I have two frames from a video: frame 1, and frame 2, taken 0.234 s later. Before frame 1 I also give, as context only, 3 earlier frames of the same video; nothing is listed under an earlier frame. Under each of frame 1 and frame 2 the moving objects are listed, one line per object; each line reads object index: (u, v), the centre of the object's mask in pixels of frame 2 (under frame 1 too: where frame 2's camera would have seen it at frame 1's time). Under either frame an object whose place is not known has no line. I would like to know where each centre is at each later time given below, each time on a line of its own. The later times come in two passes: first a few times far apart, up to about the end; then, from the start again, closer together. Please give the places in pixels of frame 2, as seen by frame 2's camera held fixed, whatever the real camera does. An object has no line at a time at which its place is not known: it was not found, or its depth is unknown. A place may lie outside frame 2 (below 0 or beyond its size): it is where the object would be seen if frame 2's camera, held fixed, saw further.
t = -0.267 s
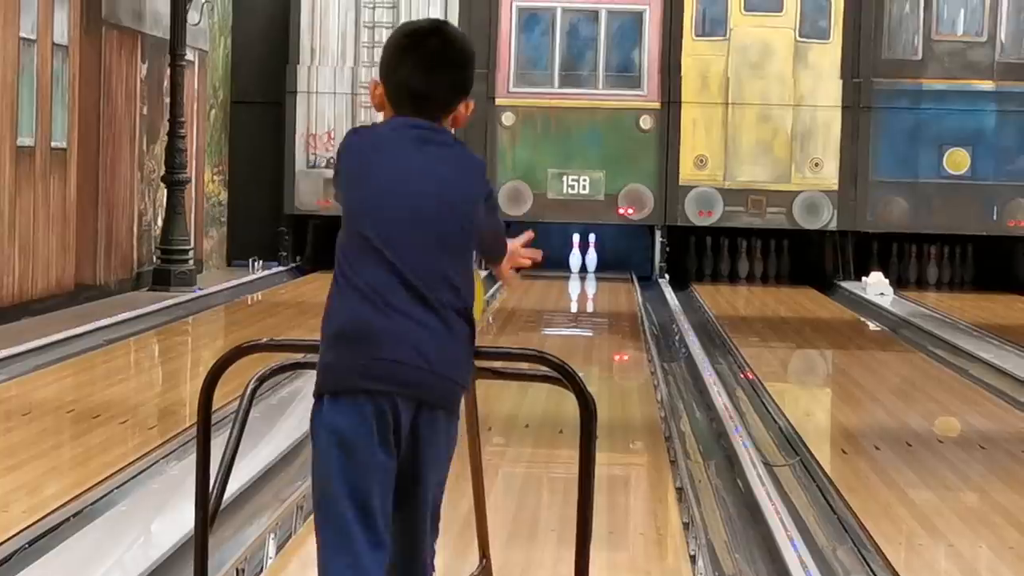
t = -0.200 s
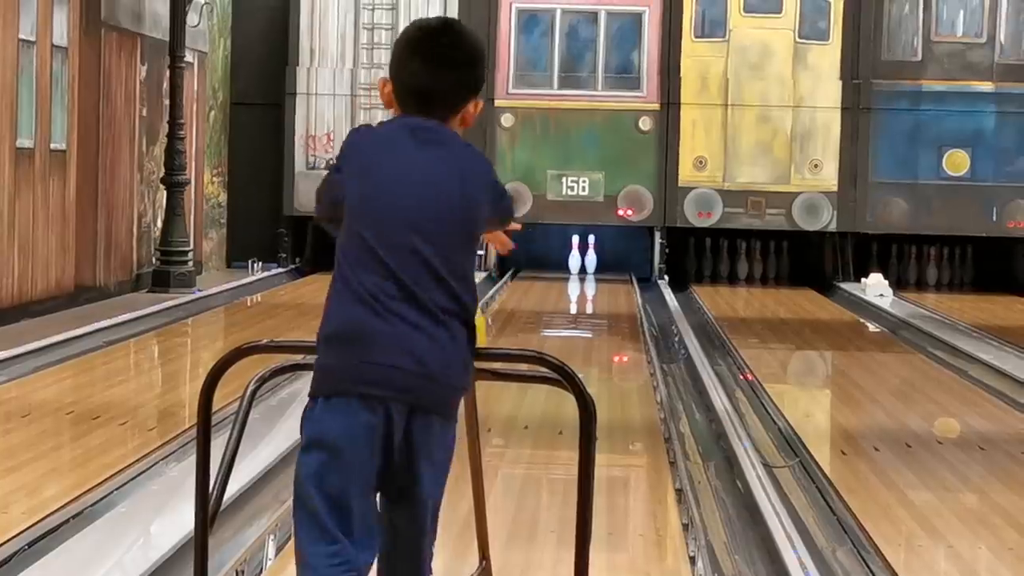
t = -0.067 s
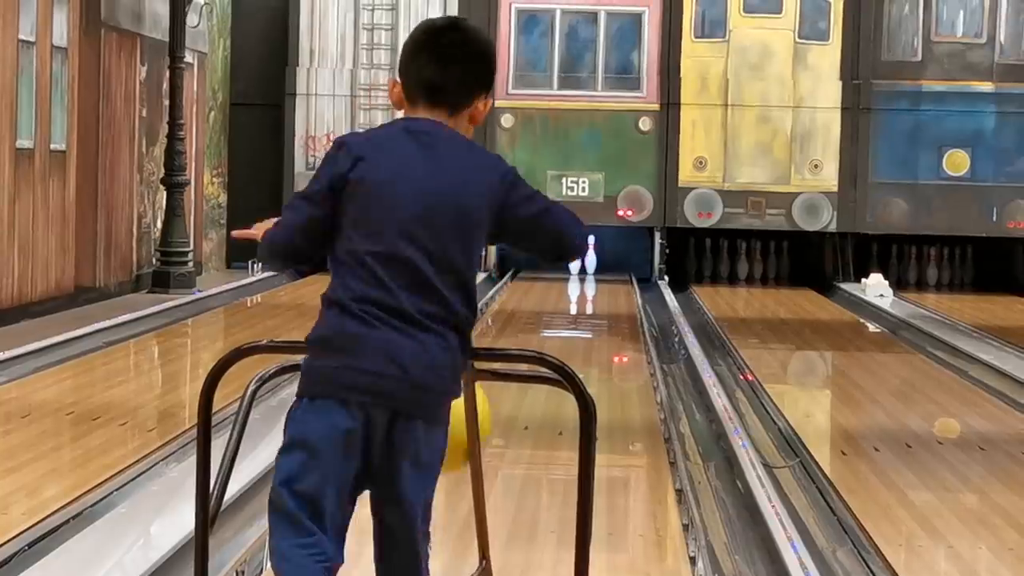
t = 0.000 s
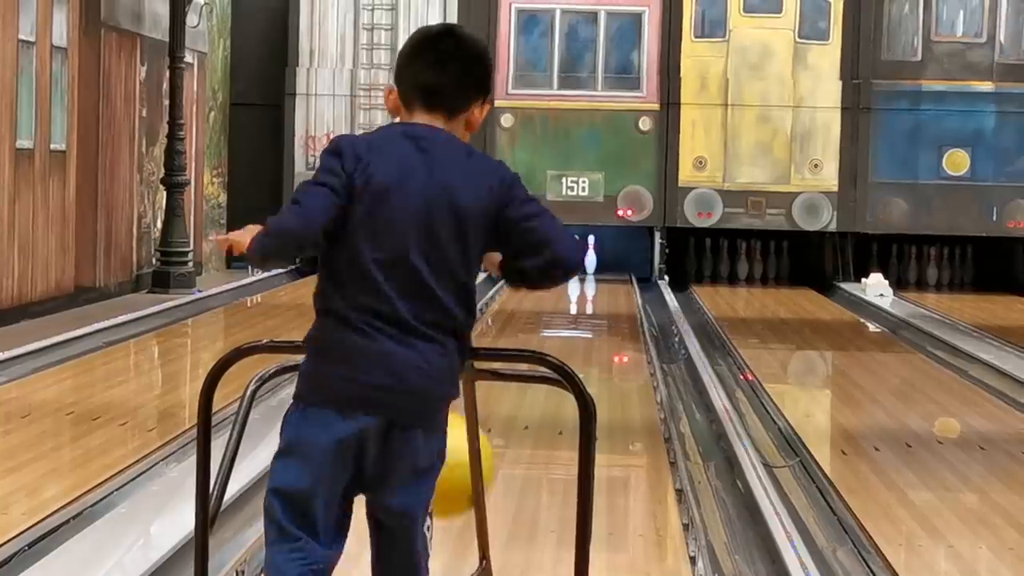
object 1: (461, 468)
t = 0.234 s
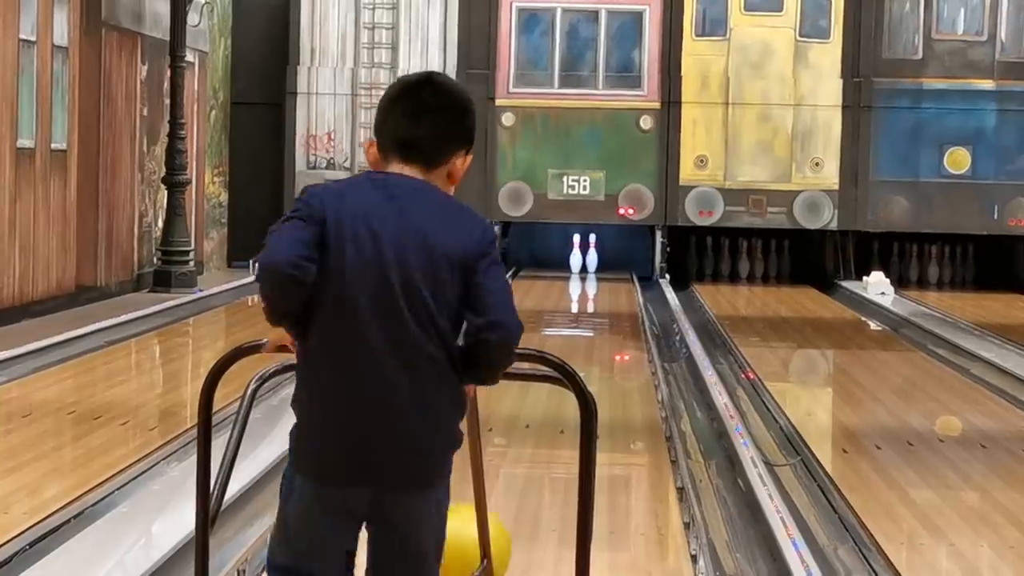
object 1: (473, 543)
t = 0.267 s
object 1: (469, 540)
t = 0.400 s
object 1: (488, 519)
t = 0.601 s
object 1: (509, 487)
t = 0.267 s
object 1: (469, 540)
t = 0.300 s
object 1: (471, 536)
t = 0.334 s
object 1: (476, 530)
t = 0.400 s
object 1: (488, 519)
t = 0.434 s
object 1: (487, 513)
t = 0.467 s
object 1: (490, 508)
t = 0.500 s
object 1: (494, 503)
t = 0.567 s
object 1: (508, 492)
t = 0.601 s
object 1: (509, 487)
